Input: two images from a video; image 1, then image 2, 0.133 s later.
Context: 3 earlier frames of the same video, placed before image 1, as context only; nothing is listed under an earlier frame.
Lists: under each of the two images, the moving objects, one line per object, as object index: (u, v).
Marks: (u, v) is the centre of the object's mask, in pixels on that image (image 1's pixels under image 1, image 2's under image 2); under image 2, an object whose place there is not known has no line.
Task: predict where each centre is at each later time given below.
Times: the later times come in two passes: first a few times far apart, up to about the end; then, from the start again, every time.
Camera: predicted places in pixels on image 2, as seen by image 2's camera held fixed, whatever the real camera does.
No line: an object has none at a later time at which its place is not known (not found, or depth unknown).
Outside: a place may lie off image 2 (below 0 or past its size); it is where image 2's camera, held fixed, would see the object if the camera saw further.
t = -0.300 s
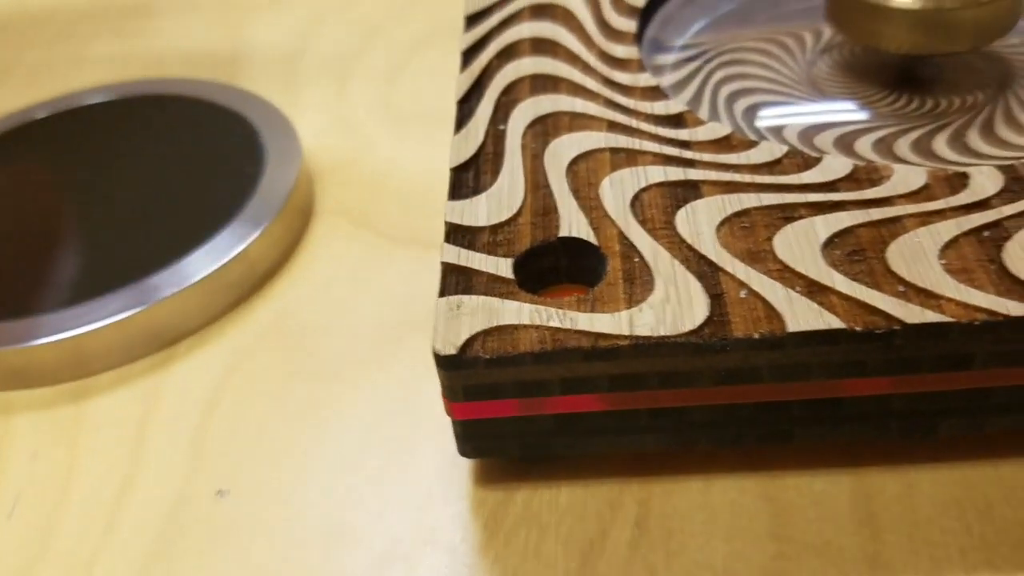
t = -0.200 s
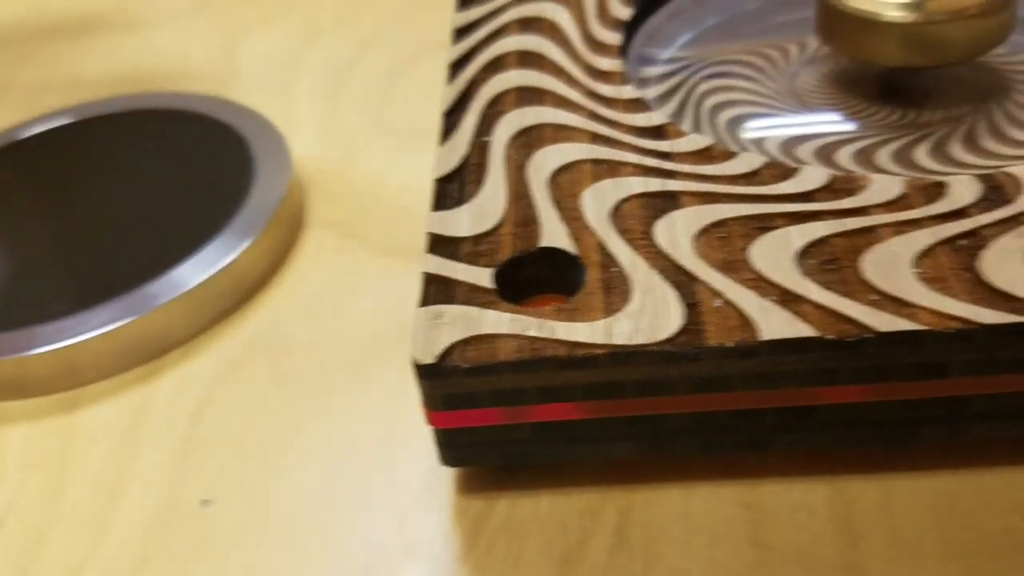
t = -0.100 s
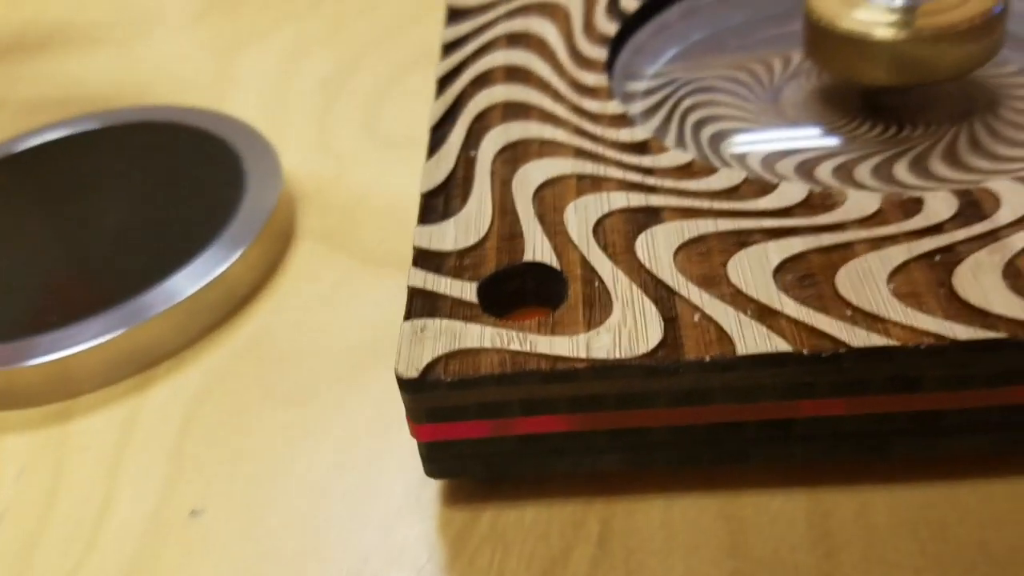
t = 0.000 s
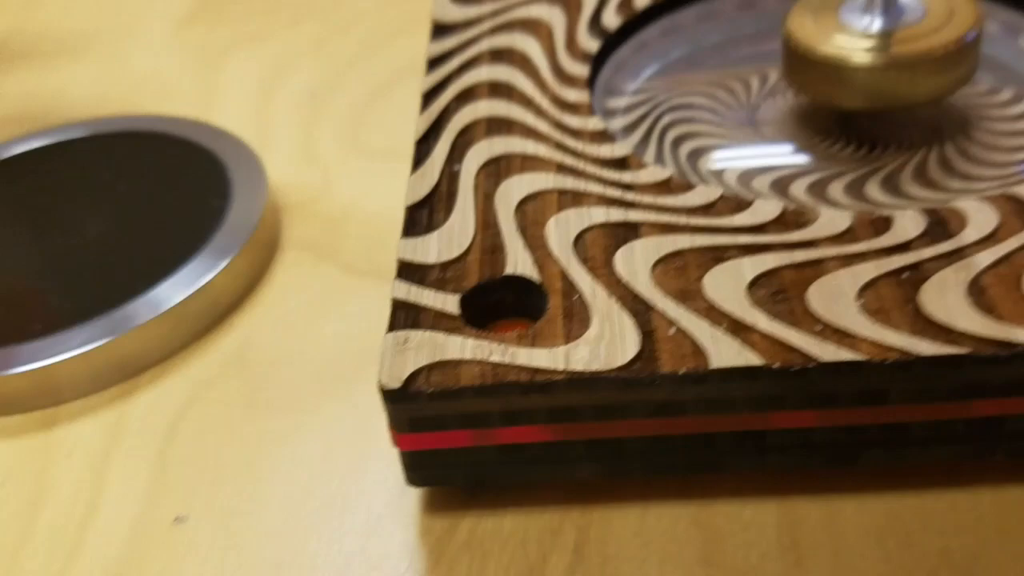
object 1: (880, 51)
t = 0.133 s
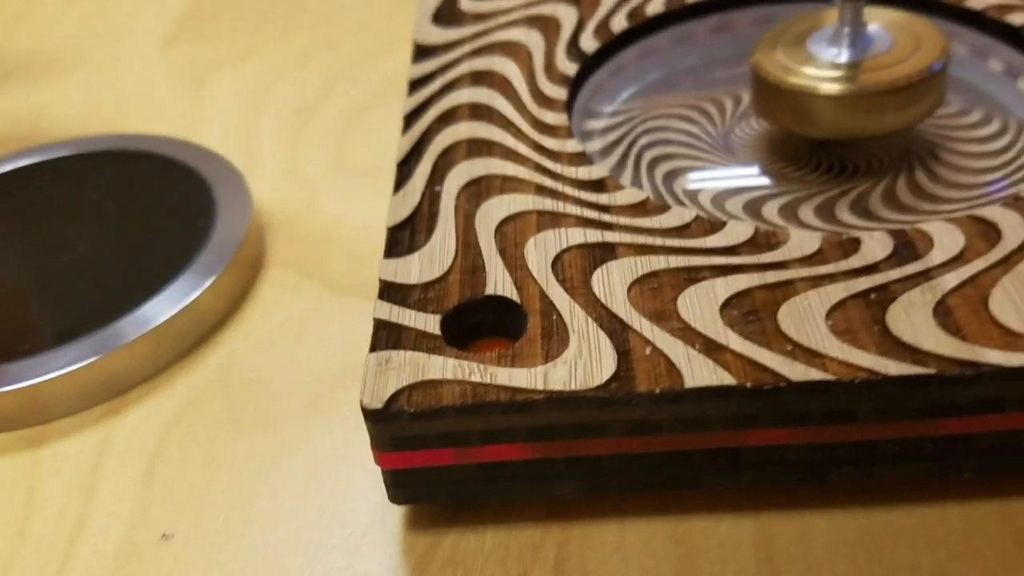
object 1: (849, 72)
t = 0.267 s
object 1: (842, 74)
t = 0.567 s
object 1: (813, 67)
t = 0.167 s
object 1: (848, 73)
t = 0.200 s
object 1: (846, 73)
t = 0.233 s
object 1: (844, 74)
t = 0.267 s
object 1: (842, 74)
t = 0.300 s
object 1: (839, 73)
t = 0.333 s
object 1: (837, 73)
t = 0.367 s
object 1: (833, 72)
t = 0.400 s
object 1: (830, 72)
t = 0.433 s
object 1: (826, 71)
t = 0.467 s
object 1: (824, 70)
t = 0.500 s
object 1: (820, 69)
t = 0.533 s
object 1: (817, 68)
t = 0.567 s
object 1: (813, 67)
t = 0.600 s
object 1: (810, 66)
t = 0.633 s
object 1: (807, 65)
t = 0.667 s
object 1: (804, 65)
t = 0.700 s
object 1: (801, 64)
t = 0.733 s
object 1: (798, 63)
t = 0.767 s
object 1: (797, 61)
